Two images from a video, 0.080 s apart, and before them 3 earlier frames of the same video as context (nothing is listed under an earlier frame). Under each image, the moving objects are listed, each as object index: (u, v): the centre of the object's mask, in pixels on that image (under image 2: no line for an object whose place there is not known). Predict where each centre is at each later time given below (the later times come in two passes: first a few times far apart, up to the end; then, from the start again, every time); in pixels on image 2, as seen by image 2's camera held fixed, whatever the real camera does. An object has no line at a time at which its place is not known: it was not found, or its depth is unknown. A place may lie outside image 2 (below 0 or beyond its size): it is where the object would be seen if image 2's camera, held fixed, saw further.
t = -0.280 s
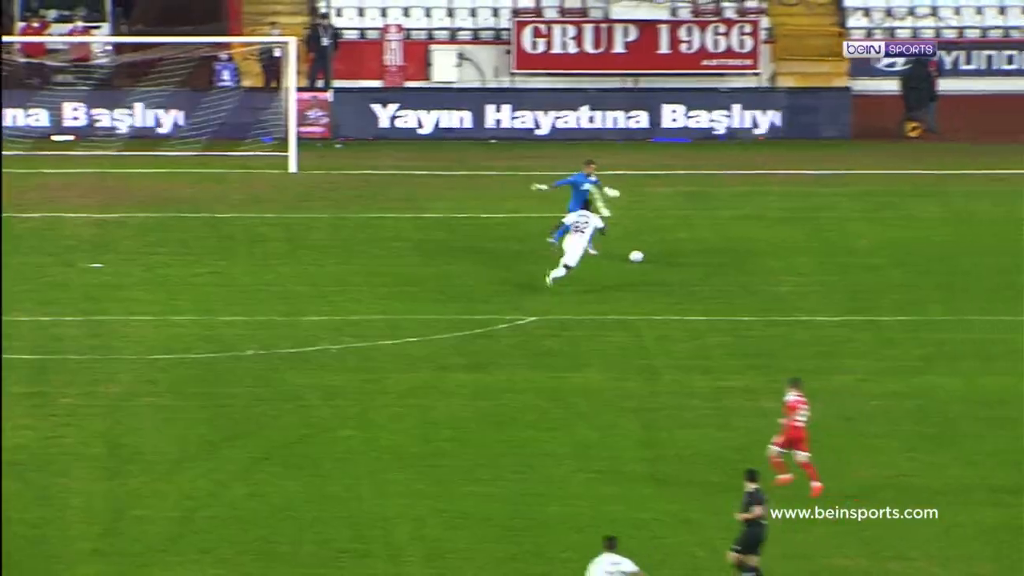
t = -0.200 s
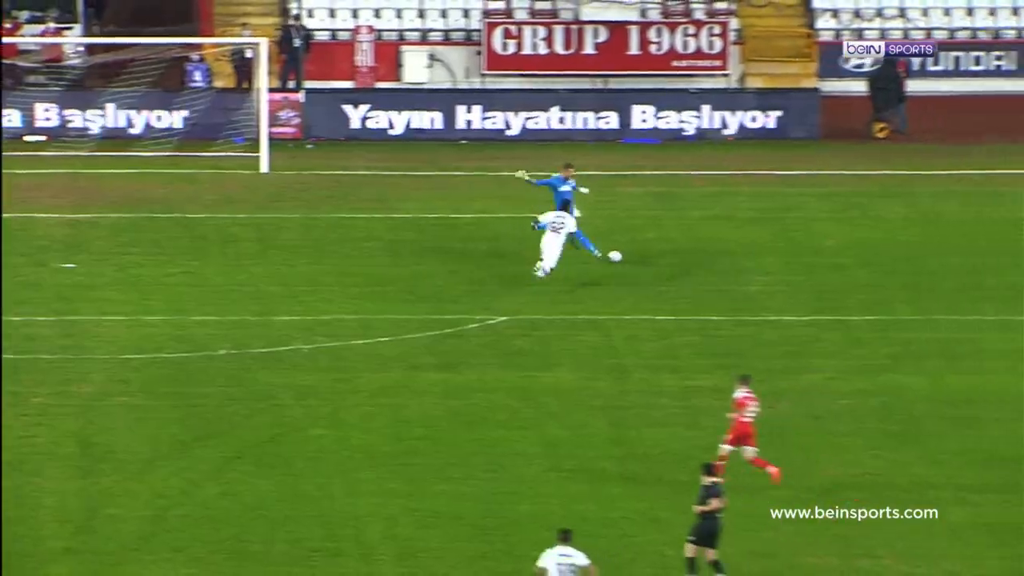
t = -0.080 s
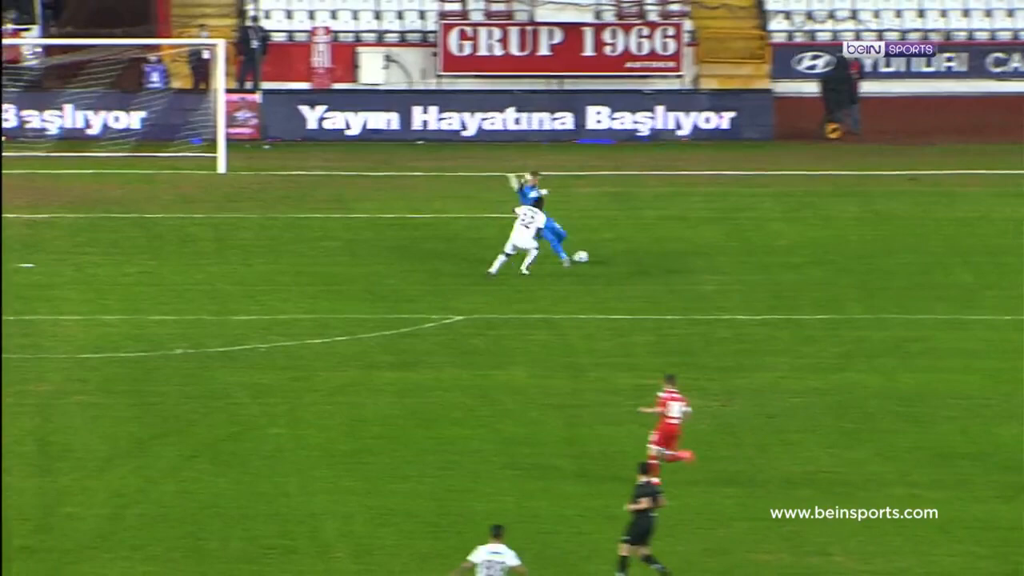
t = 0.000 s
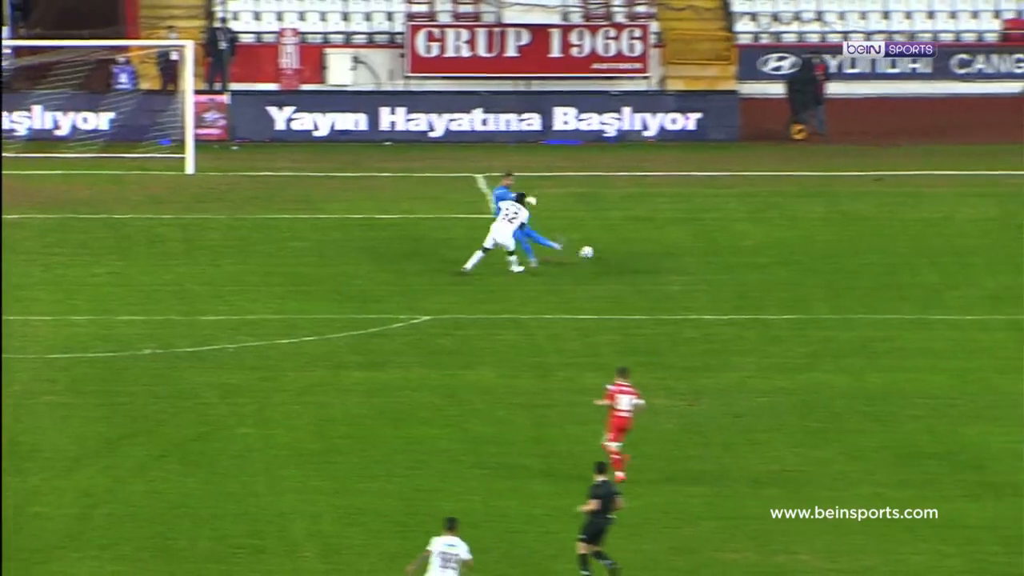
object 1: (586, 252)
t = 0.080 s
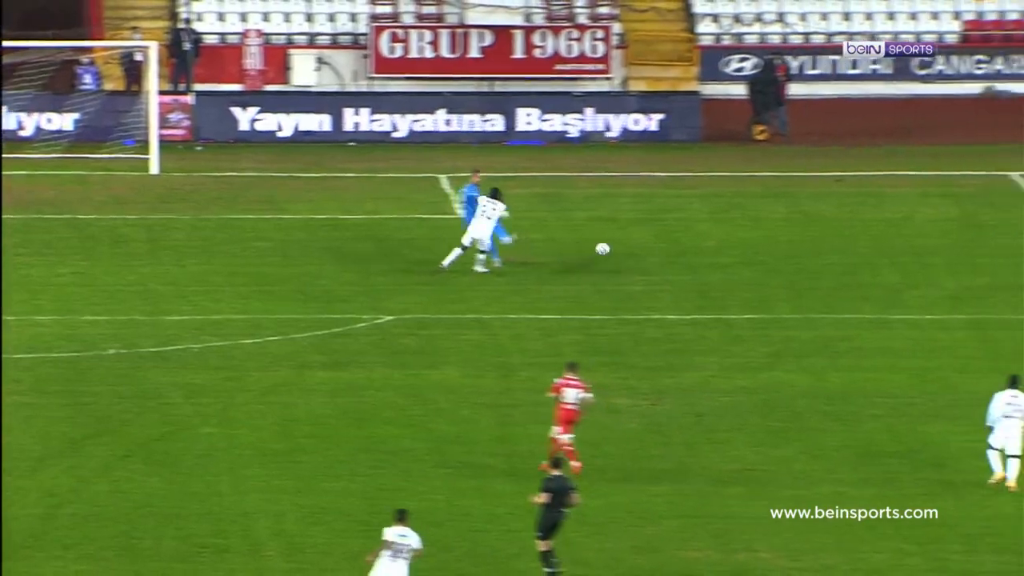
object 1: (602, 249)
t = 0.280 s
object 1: (725, 268)
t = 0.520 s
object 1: (855, 343)
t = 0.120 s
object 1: (628, 249)
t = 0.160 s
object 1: (653, 252)
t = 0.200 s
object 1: (677, 255)
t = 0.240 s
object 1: (701, 261)
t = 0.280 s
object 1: (725, 268)
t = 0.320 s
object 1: (747, 277)
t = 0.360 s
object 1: (770, 286)
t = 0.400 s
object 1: (791, 298)
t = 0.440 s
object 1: (812, 311)
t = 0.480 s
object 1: (833, 325)
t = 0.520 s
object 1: (855, 343)
